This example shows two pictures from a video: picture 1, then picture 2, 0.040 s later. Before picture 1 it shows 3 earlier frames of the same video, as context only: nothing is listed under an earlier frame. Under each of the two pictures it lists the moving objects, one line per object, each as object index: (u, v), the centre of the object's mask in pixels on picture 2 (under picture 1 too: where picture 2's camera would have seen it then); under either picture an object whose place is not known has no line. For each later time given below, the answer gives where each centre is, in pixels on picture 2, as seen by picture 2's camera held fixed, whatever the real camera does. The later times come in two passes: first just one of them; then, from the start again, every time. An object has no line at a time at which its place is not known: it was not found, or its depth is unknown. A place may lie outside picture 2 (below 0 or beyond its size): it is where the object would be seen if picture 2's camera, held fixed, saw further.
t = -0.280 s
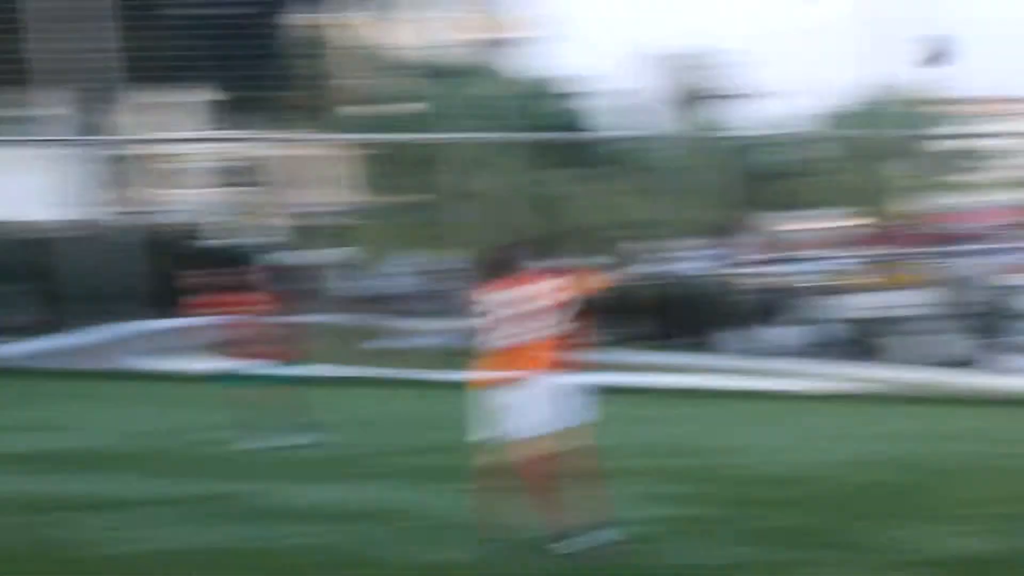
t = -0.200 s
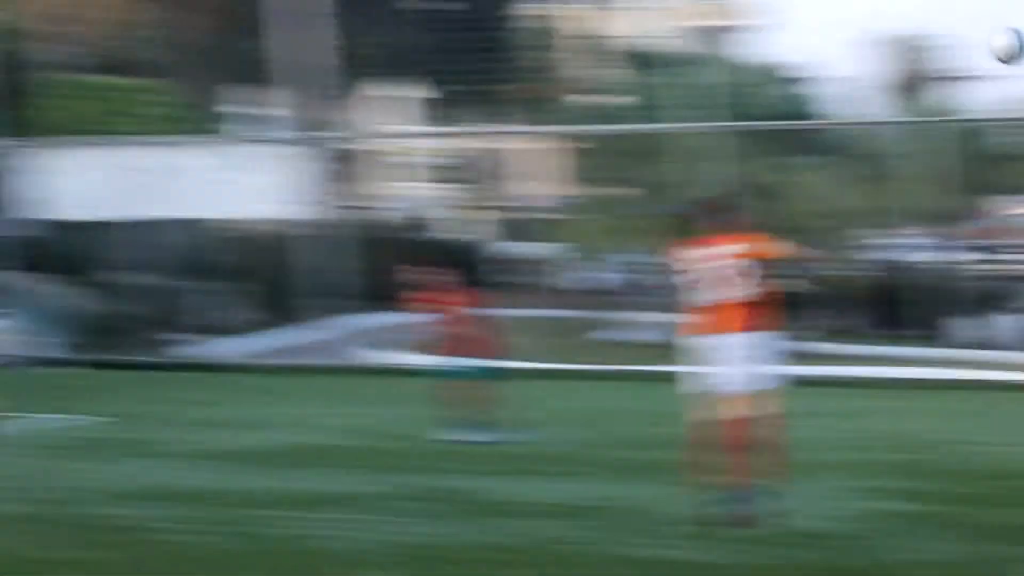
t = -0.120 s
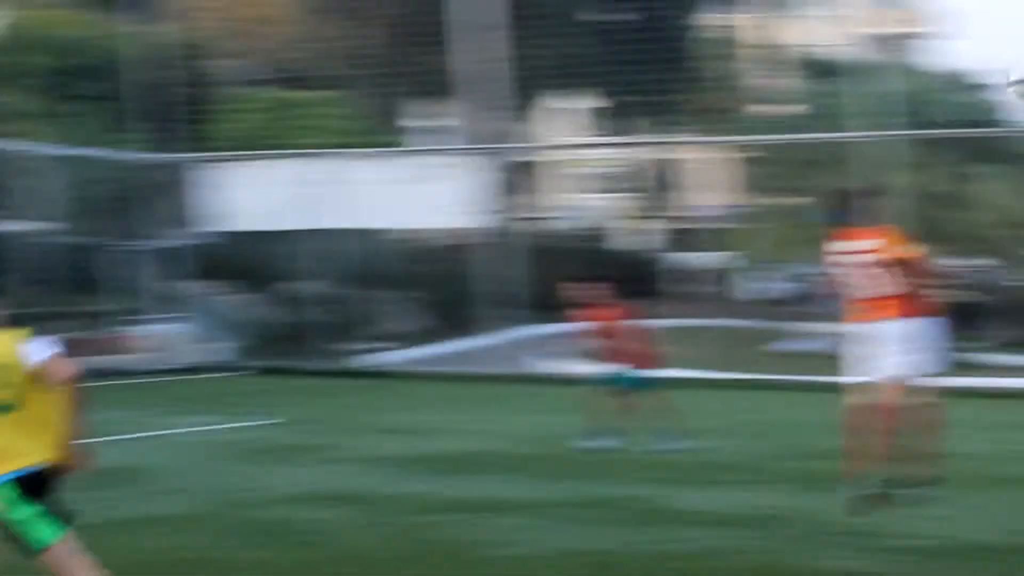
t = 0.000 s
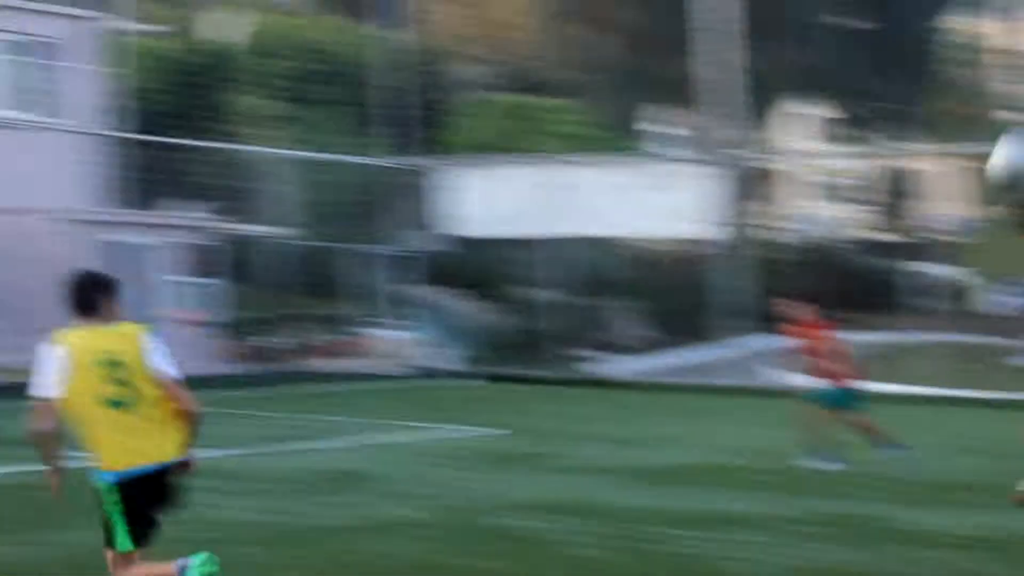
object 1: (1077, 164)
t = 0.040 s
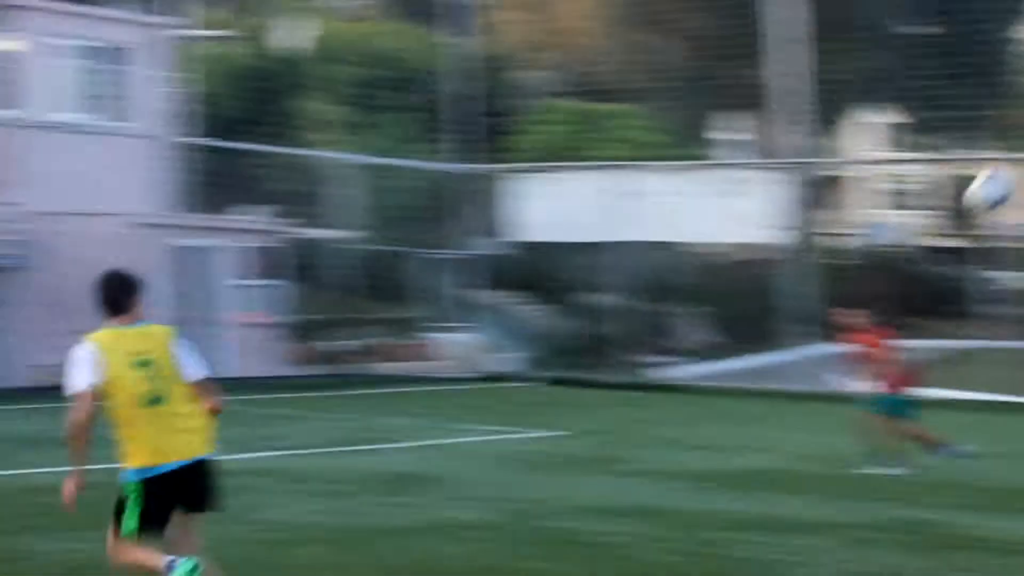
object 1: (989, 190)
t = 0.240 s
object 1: (556, 350)
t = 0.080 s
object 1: (893, 223)
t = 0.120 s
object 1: (806, 250)
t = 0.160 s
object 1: (726, 281)
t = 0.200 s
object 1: (639, 316)
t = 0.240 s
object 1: (556, 350)
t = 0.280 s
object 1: (477, 383)
